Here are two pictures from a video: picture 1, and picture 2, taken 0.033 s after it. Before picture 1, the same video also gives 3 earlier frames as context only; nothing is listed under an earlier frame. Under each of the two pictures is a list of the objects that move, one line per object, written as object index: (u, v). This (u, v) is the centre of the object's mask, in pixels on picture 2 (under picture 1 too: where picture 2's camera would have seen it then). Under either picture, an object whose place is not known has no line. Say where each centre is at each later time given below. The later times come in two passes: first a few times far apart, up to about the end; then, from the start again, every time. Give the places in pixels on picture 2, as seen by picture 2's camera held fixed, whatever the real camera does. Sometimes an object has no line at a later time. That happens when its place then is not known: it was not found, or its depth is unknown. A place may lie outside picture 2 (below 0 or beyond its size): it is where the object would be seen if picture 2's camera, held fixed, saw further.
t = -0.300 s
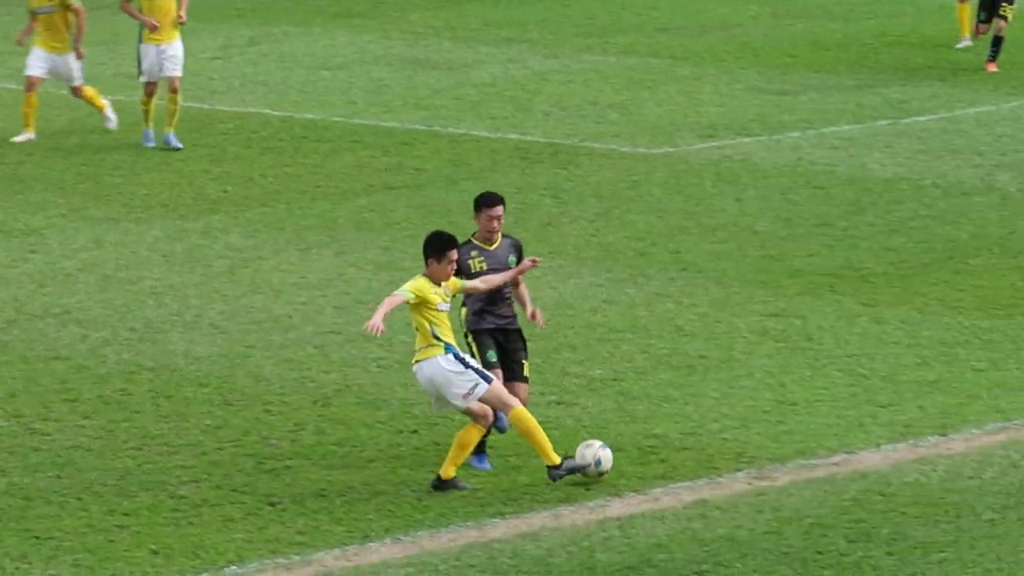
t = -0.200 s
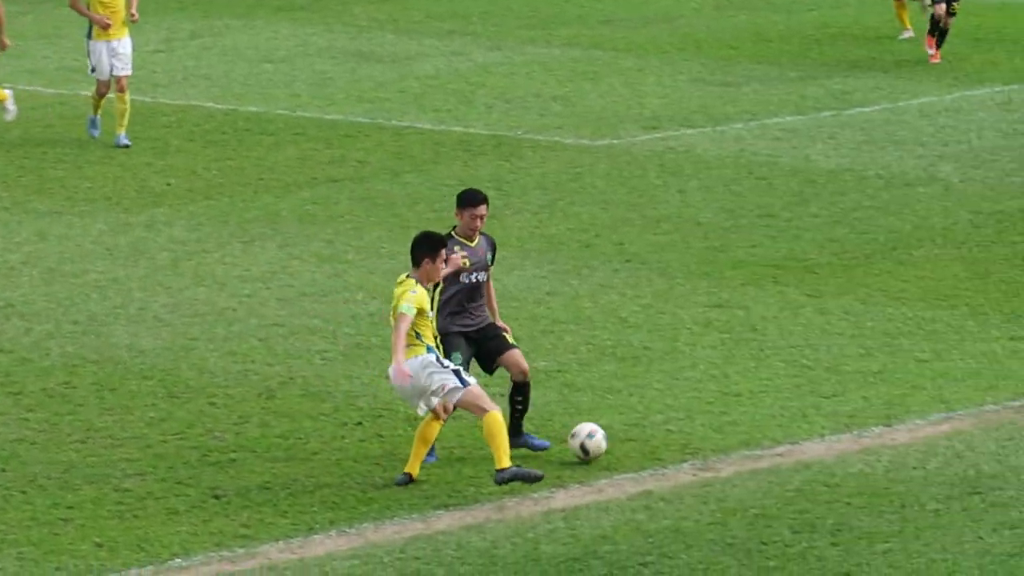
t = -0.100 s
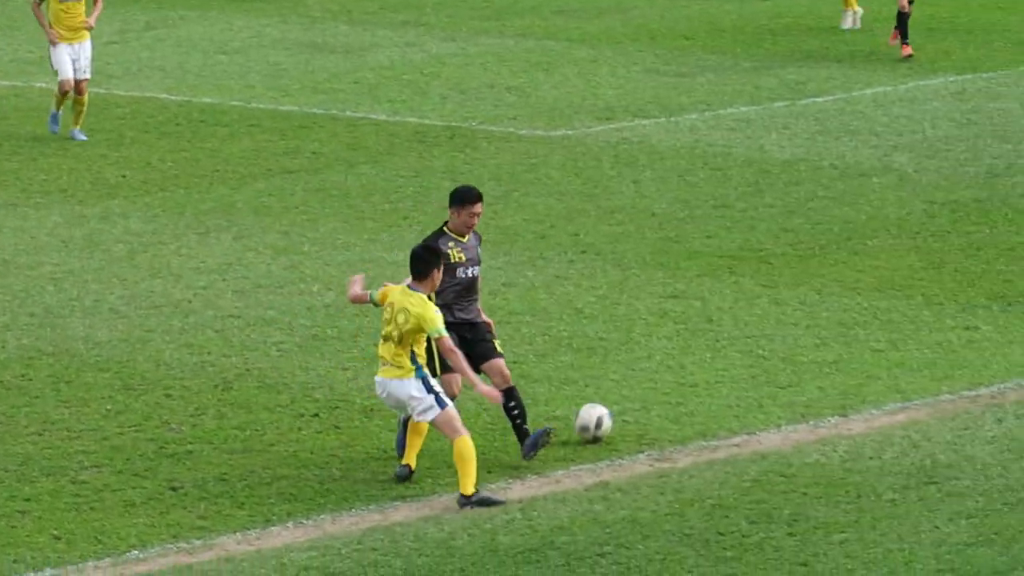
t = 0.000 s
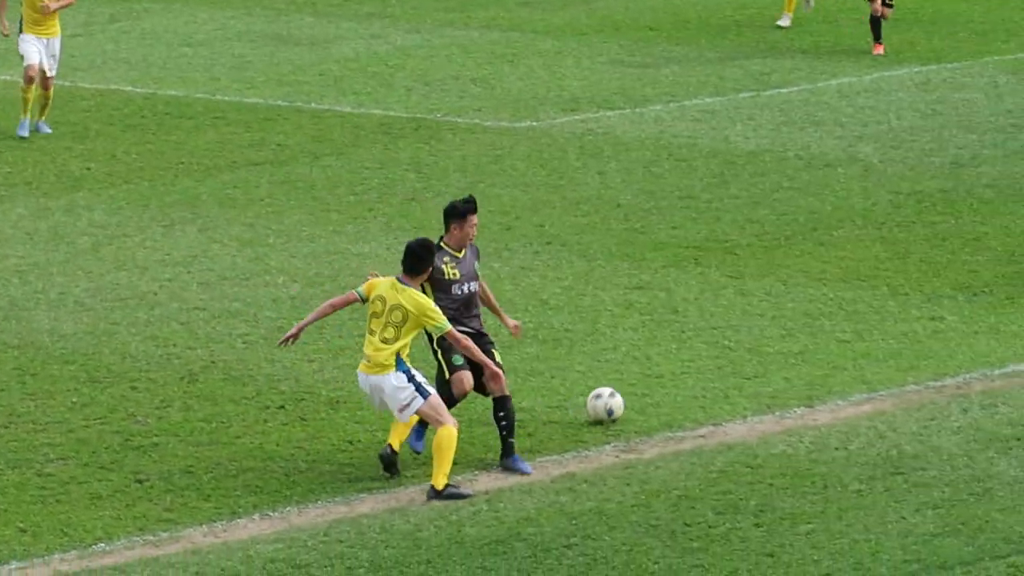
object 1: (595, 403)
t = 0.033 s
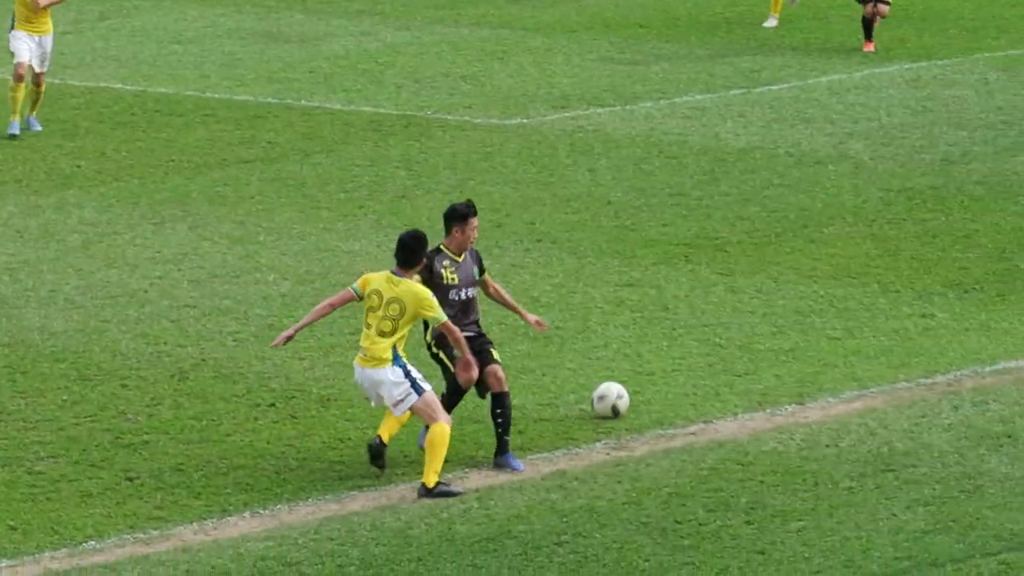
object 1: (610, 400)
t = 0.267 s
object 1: (701, 377)
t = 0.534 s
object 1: (794, 353)
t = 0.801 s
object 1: (873, 333)
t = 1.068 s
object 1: (940, 316)
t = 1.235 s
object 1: (978, 307)
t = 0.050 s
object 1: (618, 397)
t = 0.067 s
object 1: (624, 395)
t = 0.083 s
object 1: (630, 393)
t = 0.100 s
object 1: (637, 392)
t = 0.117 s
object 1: (643, 389)
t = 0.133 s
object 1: (651, 389)
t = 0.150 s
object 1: (658, 387)
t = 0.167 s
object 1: (664, 387)
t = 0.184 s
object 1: (671, 386)
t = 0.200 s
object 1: (677, 384)
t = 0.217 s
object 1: (684, 383)
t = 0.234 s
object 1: (689, 381)
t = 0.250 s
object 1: (696, 379)
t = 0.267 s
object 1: (701, 377)
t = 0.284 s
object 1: (707, 375)
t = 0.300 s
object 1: (714, 373)
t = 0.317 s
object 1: (720, 372)
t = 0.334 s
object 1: (725, 371)
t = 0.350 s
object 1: (731, 370)
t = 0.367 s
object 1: (737, 370)
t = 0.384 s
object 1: (743, 368)
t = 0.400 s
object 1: (749, 366)
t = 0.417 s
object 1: (754, 363)
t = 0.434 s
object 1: (760, 361)
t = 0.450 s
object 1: (766, 357)
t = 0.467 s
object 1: (771, 356)
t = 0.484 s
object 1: (777, 355)
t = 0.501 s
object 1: (782, 355)
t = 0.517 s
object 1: (788, 353)
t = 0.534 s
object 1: (794, 353)
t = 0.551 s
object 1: (799, 353)
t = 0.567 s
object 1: (805, 352)
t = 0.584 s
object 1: (810, 351)
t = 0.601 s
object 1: (815, 349)
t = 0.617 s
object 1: (820, 347)
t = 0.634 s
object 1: (825, 345)
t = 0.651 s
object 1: (830, 343)
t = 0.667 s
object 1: (835, 342)
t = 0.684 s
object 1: (841, 342)
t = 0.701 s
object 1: (845, 341)
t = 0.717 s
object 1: (851, 340)
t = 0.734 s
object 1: (855, 340)
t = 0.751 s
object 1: (860, 337)
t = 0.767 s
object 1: (864, 336)
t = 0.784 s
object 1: (869, 335)
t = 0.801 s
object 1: (873, 333)
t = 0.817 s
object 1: (878, 331)
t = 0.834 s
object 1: (882, 330)
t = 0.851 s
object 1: (886, 330)
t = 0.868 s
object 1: (891, 330)
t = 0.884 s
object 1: (895, 329)
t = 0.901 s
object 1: (899, 328)
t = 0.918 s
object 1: (904, 327)
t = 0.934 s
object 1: (908, 325)
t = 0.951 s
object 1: (912, 324)
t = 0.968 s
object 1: (916, 323)
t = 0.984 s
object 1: (920, 321)
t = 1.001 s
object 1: (924, 321)
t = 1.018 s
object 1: (928, 319)
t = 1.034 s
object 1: (932, 319)
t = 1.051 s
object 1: (936, 317)
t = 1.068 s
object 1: (940, 316)
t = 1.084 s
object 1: (944, 314)
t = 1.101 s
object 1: (948, 314)
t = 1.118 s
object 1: (951, 313)
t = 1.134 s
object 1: (956, 312)
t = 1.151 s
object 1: (960, 311)
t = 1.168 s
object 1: (964, 310)
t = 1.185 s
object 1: (968, 309)
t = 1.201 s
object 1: (971, 308)
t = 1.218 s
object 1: (975, 307)
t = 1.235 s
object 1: (978, 307)
